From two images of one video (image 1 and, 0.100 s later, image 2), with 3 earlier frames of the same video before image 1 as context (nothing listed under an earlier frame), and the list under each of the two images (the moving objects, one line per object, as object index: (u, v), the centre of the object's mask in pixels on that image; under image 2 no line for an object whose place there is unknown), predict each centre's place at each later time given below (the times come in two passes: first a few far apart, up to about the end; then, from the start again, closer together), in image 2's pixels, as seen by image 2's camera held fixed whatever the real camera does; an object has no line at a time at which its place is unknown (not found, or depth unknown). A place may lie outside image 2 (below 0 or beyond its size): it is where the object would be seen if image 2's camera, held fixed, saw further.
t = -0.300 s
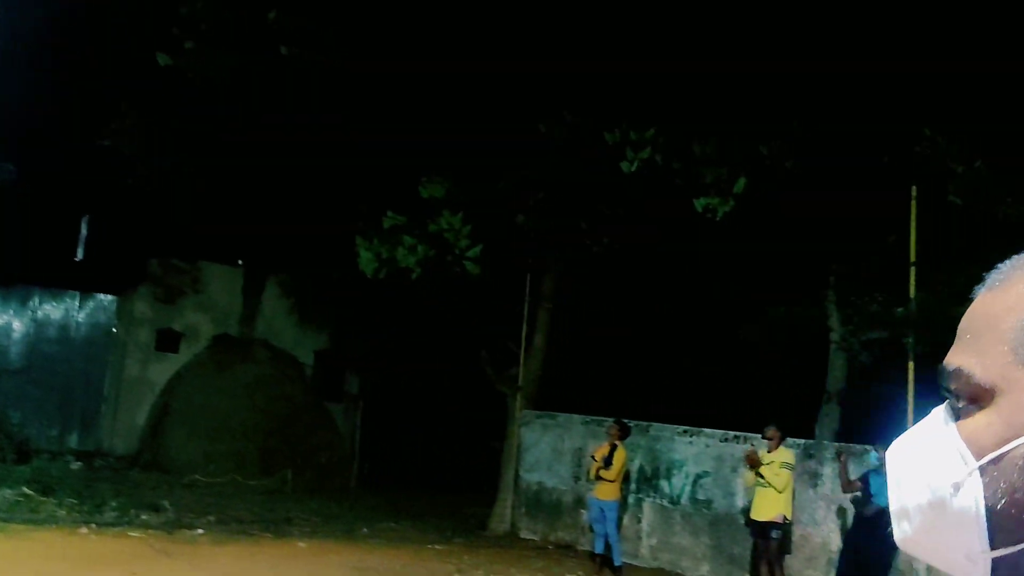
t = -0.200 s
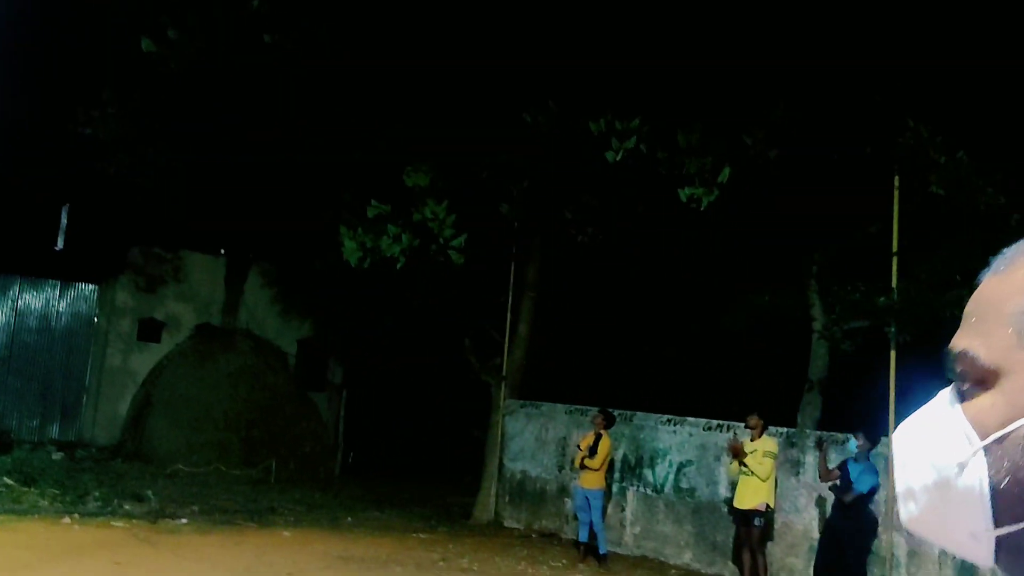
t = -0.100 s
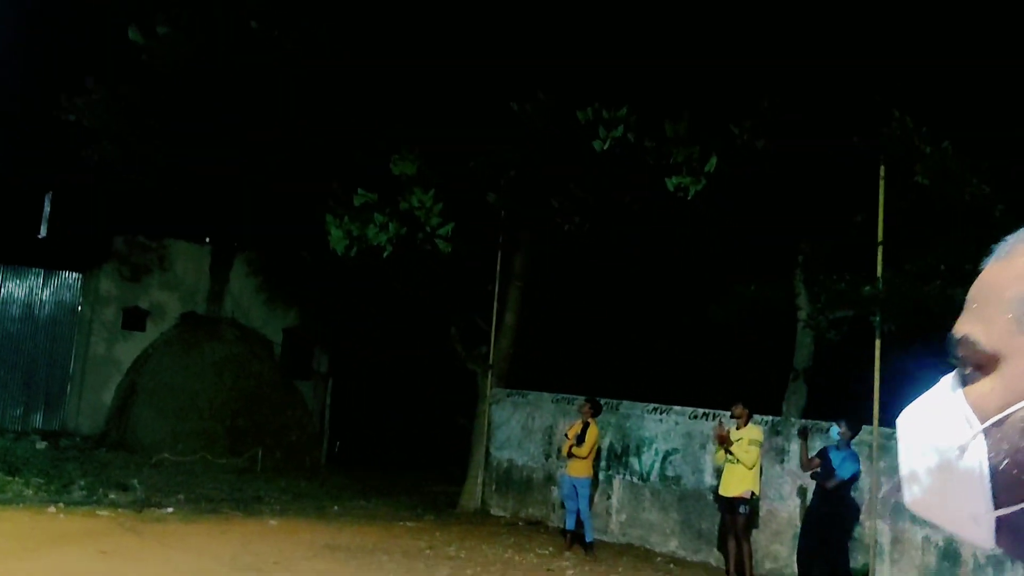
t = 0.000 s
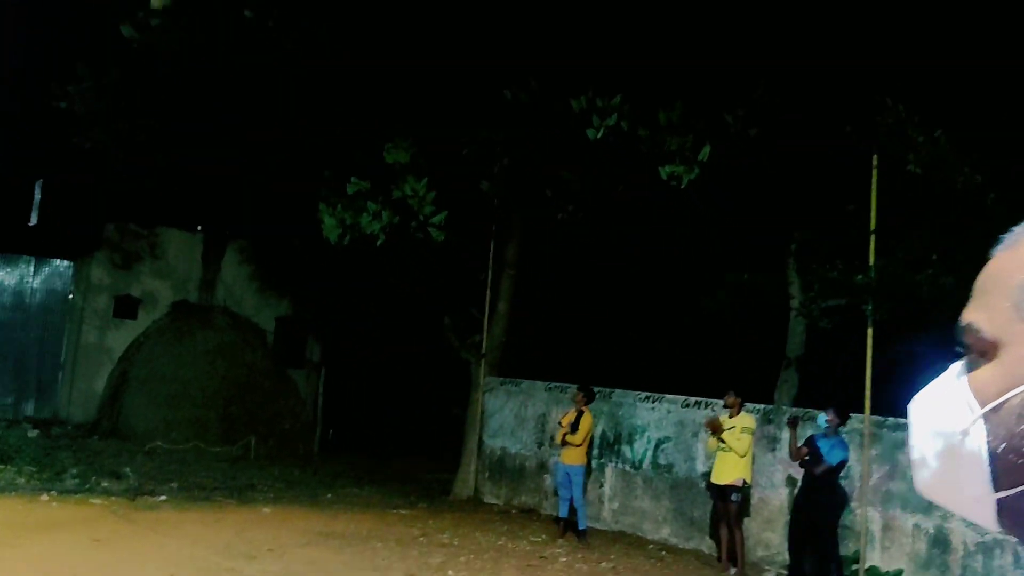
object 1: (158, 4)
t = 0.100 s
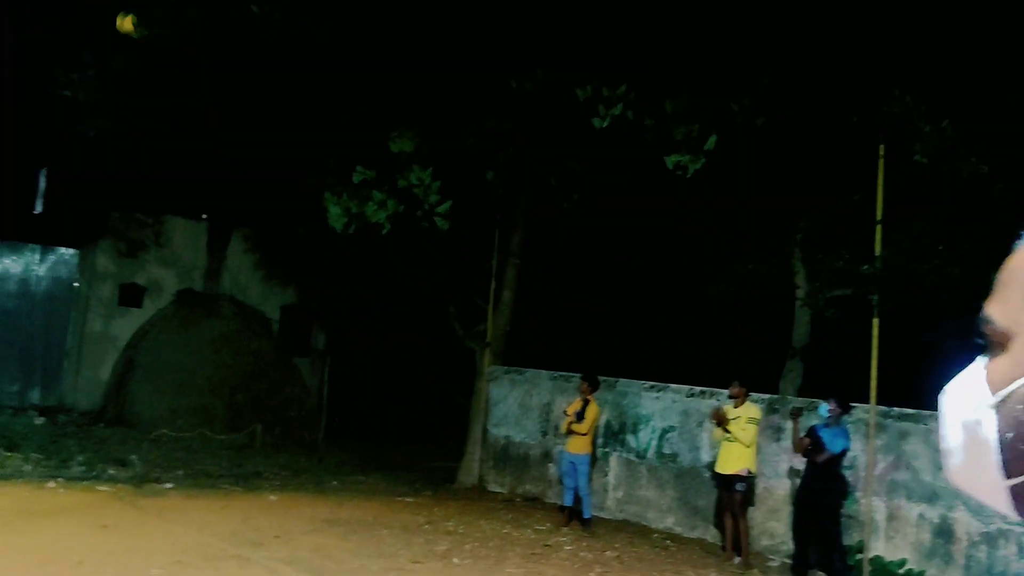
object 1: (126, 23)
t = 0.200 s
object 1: (84, 69)
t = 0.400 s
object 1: (-1, 193)
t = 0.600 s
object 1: (-91, 366)
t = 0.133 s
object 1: (111, 37)
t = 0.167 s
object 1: (97, 52)
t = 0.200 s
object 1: (84, 69)
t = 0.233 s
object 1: (70, 86)
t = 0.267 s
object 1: (56, 104)
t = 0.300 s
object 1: (42, 124)
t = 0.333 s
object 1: (26, 145)
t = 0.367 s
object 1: (13, 169)
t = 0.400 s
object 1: (-1, 193)
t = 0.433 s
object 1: (-17, 218)
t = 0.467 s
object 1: (-31, 244)
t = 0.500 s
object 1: (-46, 272)
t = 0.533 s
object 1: (-62, 303)
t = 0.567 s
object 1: (-76, 333)
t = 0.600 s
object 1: (-91, 366)
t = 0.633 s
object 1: (-106, 401)
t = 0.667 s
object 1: (-121, 435)
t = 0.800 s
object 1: (-178, 410)
